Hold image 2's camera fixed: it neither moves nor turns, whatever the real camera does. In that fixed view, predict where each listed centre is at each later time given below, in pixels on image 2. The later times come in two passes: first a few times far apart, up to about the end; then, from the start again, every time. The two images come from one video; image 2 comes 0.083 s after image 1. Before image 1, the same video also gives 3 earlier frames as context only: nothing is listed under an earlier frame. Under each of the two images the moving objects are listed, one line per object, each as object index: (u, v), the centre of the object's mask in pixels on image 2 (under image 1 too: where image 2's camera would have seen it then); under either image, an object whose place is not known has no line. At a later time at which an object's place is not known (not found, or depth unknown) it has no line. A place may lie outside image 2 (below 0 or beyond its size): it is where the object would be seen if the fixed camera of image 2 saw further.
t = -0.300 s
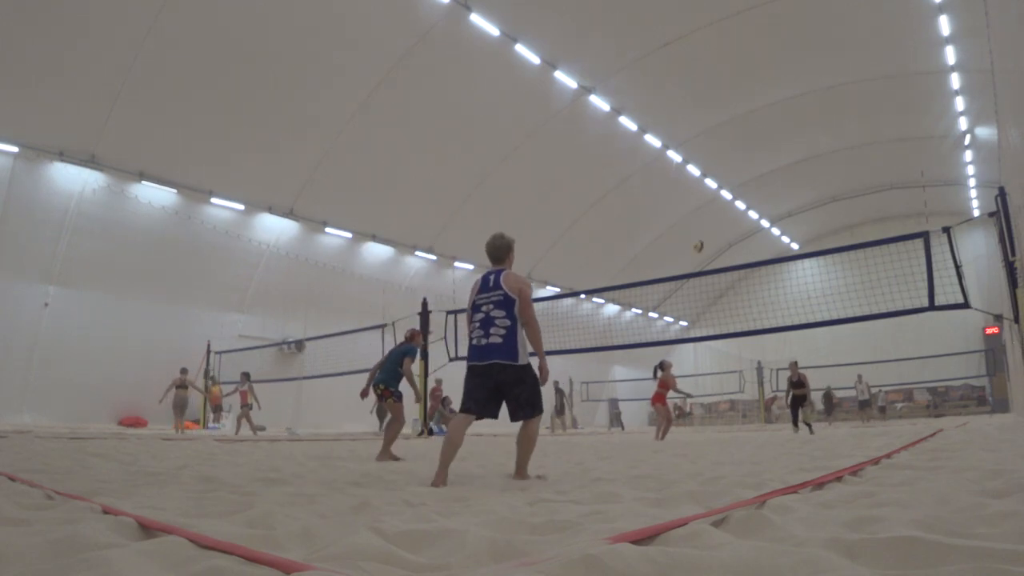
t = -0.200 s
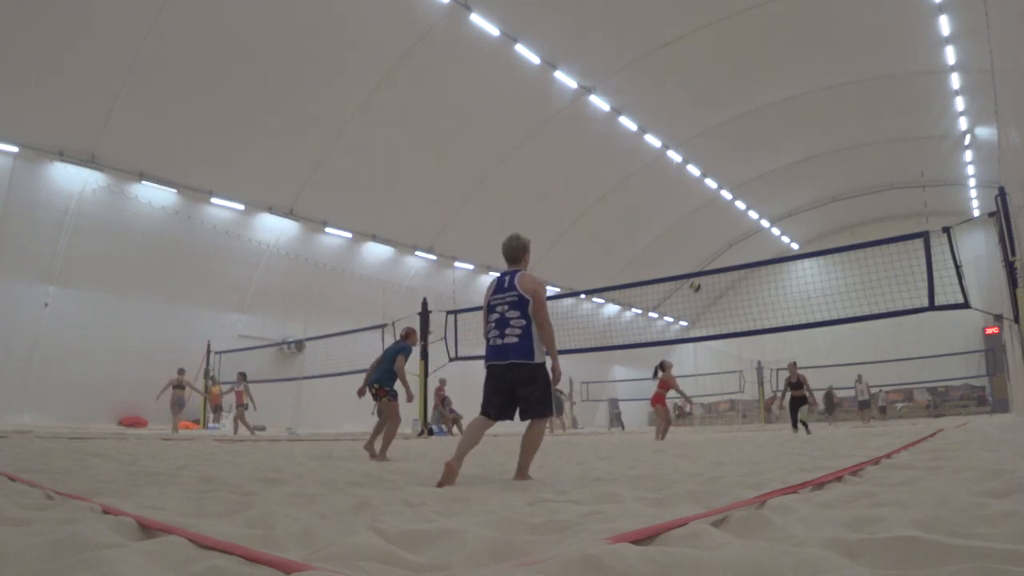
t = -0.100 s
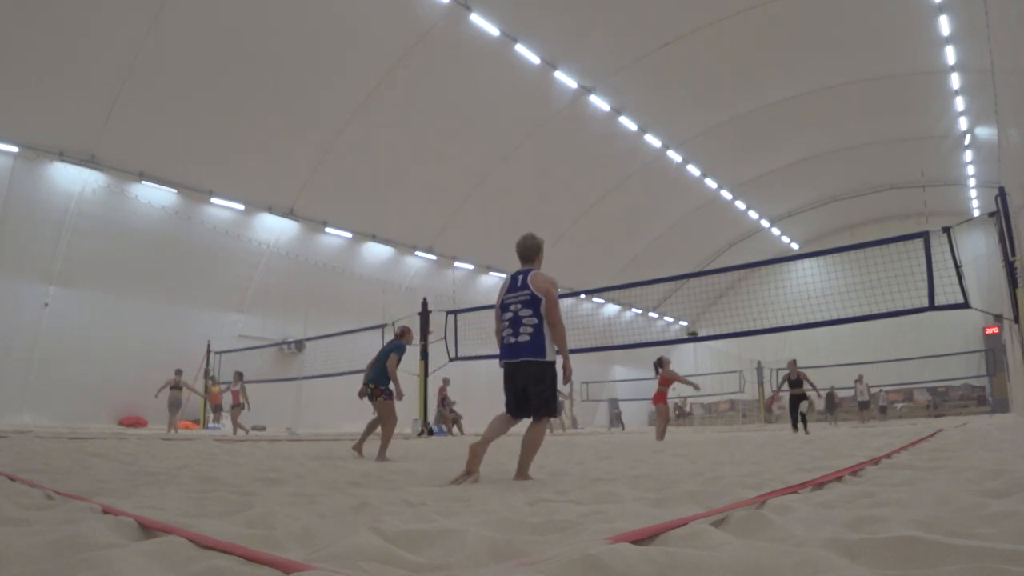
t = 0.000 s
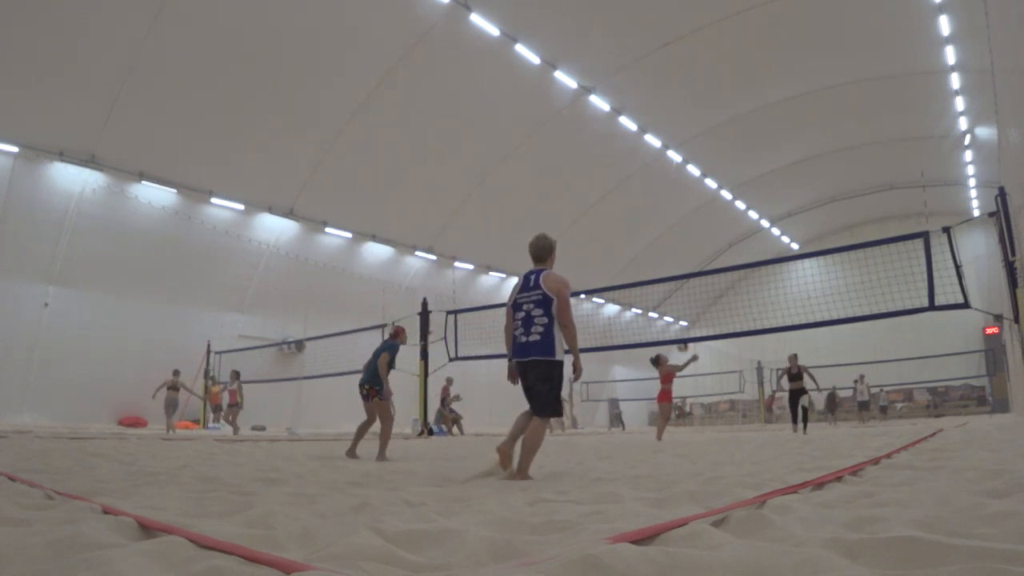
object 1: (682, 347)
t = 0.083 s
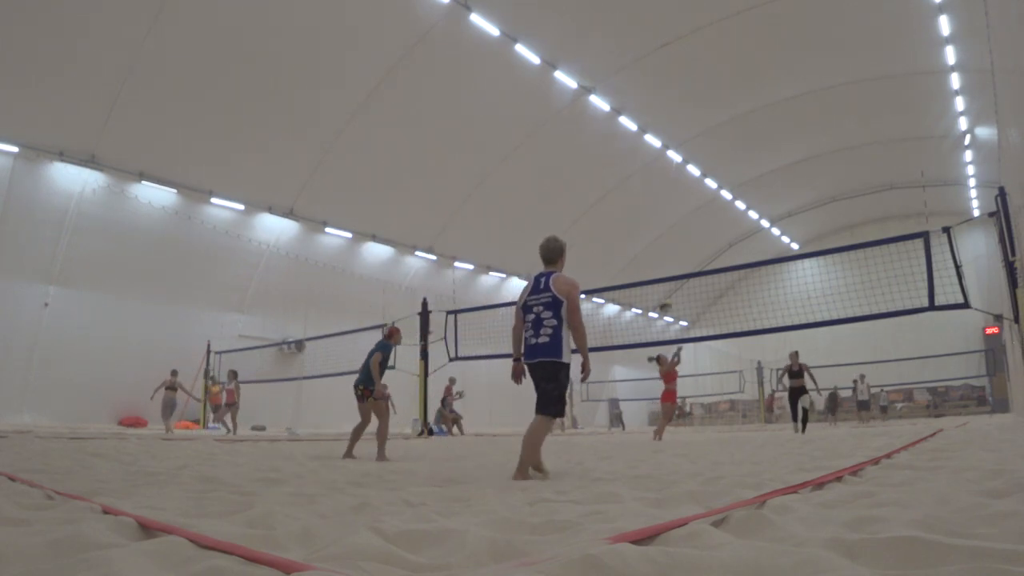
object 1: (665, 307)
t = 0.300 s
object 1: (618, 220)
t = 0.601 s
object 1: (552, 139)
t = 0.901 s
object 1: (478, 110)
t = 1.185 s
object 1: (398, 141)
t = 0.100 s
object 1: (661, 300)
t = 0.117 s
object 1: (658, 292)
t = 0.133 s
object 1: (653, 286)
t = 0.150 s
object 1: (650, 276)
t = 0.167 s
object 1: (647, 270)
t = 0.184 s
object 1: (643, 263)
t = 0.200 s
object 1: (639, 256)
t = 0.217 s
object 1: (635, 250)
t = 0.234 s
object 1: (632, 244)
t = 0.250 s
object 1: (629, 238)
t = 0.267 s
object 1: (625, 232)
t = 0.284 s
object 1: (621, 226)
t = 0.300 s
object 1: (618, 220)
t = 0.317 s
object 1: (615, 215)
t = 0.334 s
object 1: (611, 209)
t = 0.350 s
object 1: (608, 204)
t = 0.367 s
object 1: (605, 198)
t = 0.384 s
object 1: (601, 193)
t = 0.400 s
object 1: (596, 187)
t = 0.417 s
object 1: (593, 182)
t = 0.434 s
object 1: (589, 177)
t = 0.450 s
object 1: (585, 173)
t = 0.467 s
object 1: (581, 169)
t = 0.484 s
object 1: (578, 164)
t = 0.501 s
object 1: (574, 161)
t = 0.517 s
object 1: (570, 157)
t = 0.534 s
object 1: (566, 153)
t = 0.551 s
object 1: (563, 150)
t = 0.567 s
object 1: (559, 146)
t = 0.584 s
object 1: (556, 143)
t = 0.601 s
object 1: (552, 139)
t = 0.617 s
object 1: (548, 137)
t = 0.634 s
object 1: (544, 133)
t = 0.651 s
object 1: (539, 130)
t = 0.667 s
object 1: (535, 128)
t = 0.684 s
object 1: (532, 126)
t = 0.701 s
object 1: (528, 123)
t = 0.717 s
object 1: (524, 122)
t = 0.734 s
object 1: (520, 120)
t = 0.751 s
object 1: (516, 118)
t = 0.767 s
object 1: (512, 117)
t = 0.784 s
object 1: (508, 115)
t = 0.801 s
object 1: (505, 114)
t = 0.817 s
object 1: (501, 113)
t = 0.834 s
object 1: (497, 112)
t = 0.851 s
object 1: (491, 111)
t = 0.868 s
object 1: (487, 110)
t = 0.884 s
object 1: (482, 110)
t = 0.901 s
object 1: (478, 110)
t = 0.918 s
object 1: (473, 110)
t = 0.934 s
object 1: (469, 110)
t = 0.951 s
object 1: (465, 111)
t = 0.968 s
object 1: (460, 112)
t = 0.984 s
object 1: (456, 112)
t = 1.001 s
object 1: (451, 114)
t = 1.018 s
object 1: (447, 115)
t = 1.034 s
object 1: (443, 117)
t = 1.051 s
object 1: (438, 119)
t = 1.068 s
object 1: (434, 120)
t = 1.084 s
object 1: (428, 122)
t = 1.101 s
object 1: (423, 125)
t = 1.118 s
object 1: (417, 128)
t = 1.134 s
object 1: (412, 131)
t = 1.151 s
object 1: (408, 134)
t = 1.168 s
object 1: (403, 138)
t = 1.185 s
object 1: (398, 141)
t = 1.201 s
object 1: (393, 146)
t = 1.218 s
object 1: (388, 150)
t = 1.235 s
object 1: (383, 155)
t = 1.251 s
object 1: (378, 160)
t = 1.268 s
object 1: (373, 165)
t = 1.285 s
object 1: (367, 170)
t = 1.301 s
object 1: (360, 175)
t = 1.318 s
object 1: (355, 181)
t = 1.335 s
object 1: (348, 188)
